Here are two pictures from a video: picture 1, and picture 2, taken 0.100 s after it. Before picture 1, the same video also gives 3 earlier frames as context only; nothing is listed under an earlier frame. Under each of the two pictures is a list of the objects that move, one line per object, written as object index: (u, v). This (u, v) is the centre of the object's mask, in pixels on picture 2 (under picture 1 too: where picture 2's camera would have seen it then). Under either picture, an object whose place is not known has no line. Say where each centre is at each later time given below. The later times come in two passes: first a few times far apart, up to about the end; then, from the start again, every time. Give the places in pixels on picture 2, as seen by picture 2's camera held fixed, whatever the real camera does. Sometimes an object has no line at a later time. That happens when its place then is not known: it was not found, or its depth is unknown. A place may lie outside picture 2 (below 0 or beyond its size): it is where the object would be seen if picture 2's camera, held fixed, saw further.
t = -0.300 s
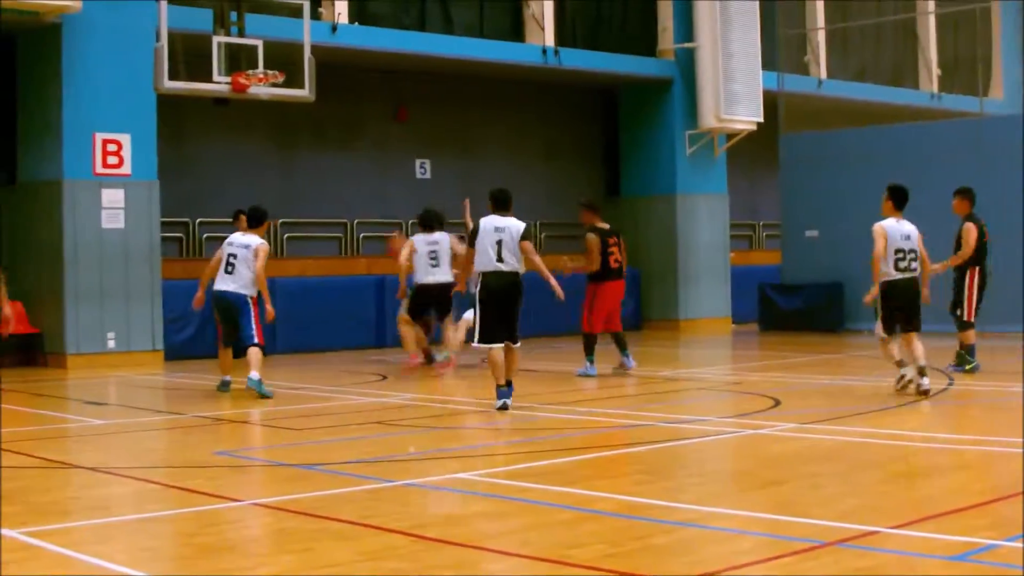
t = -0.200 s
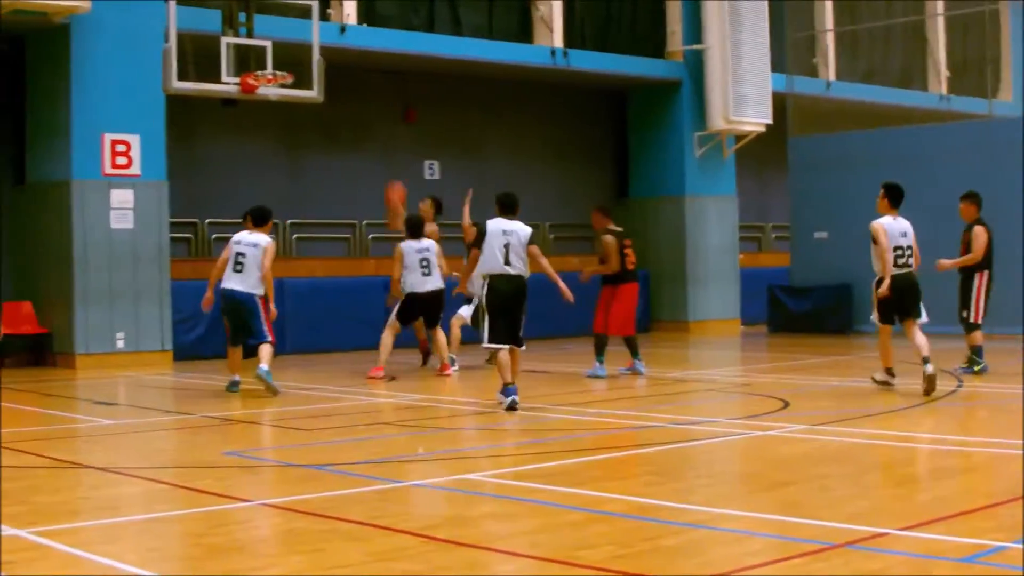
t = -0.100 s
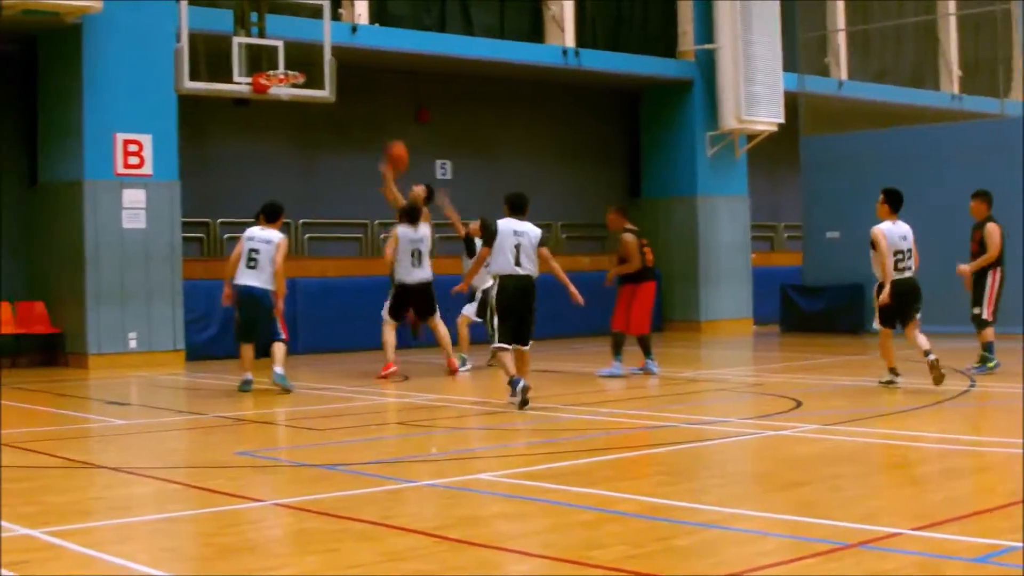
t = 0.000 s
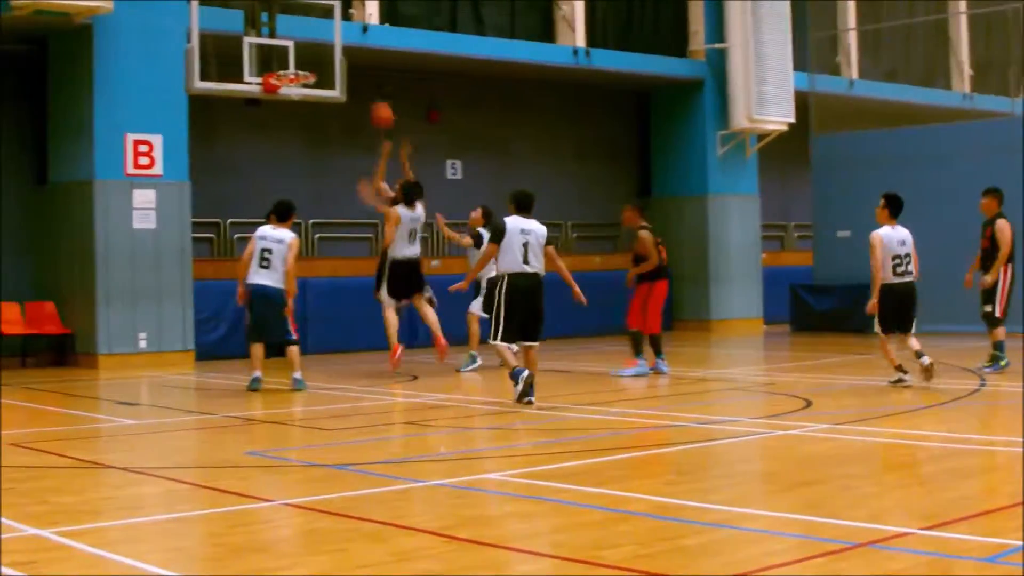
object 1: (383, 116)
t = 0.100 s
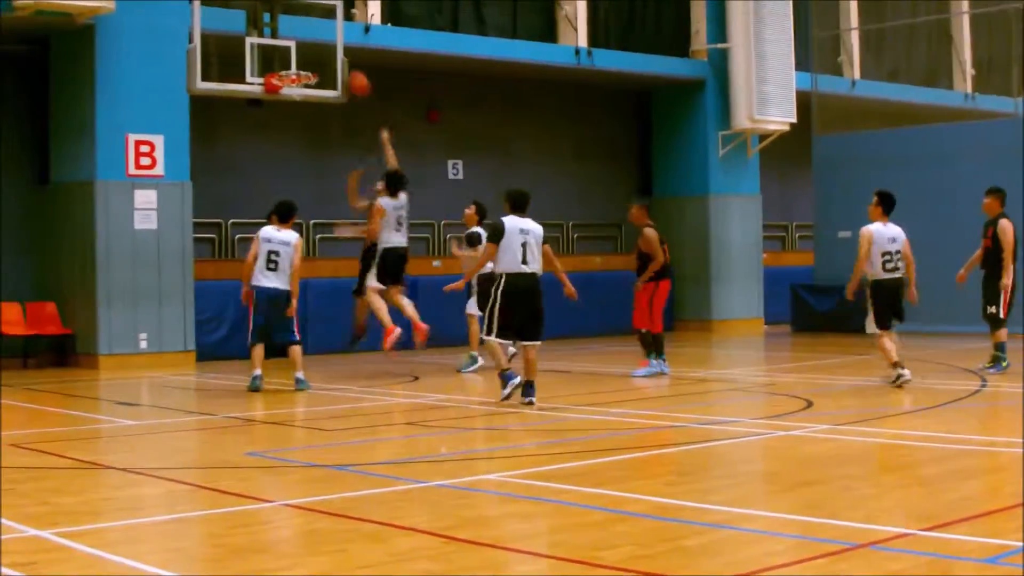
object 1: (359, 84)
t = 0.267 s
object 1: (348, 70)
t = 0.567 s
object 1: (339, 114)
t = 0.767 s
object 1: (334, 192)
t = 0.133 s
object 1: (354, 78)
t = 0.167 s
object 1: (352, 74)
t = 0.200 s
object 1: (351, 72)
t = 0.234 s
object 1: (349, 71)
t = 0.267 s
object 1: (348, 70)
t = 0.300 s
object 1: (347, 70)
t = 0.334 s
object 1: (346, 71)
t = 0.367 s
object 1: (345, 73)
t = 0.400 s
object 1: (345, 78)
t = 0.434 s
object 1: (344, 83)
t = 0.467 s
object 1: (343, 90)
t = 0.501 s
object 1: (342, 97)
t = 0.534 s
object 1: (341, 105)
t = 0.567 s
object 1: (339, 114)
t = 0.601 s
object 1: (338, 123)
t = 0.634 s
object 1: (337, 134)
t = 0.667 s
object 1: (337, 147)
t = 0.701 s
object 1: (336, 161)
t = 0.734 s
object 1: (335, 176)
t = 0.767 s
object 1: (334, 192)
